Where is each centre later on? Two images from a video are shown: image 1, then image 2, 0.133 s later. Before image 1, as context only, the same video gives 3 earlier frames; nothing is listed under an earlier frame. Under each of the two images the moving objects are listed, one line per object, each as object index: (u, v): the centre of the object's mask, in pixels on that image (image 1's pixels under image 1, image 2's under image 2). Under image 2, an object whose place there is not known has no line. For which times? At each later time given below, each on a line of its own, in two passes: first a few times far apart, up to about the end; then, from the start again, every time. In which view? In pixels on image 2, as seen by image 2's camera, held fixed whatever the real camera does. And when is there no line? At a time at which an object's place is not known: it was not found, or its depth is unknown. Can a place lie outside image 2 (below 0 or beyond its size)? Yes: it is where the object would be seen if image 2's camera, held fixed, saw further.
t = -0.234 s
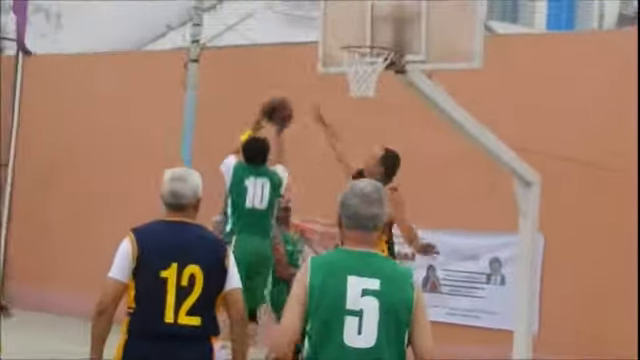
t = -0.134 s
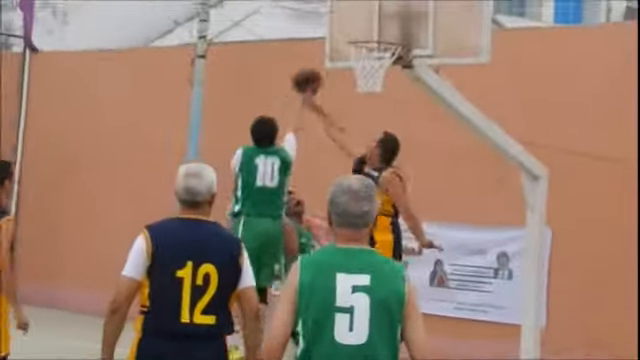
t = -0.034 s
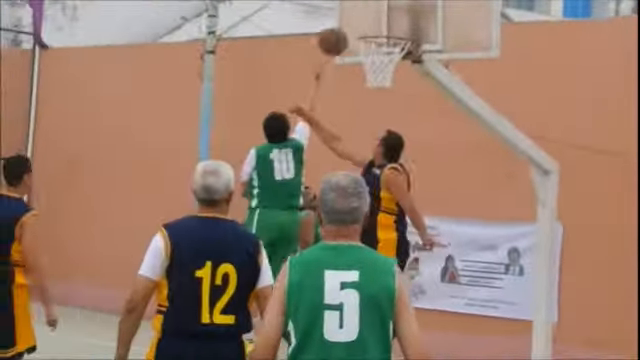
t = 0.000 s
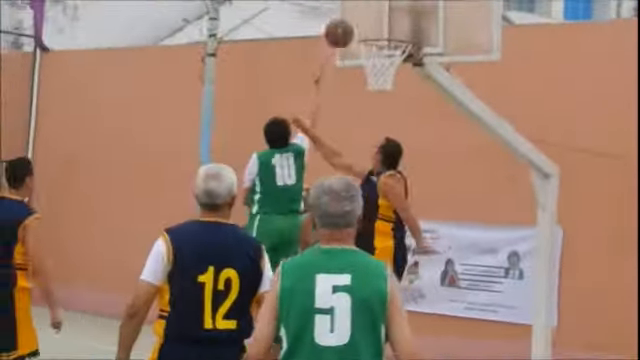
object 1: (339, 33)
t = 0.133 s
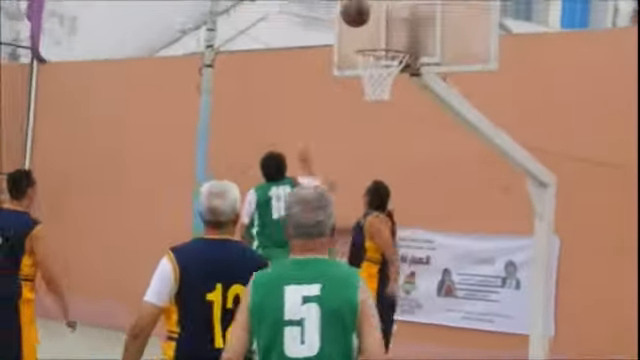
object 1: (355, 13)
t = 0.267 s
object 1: (373, 5)
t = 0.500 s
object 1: (399, 36)
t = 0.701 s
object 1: (389, 17)
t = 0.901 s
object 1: (373, 26)
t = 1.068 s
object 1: (353, 68)
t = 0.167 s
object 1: (360, 8)
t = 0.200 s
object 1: (364, 5)
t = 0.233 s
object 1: (369, 5)
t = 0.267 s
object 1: (373, 5)
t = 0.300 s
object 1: (378, 6)
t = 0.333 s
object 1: (382, 6)
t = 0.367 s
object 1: (385, 10)
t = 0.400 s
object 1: (388, 15)
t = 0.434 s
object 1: (393, 20)
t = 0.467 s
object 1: (396, 28)
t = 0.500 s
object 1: (399, 36)
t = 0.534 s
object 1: (402, 41)
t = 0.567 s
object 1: (399, 36)
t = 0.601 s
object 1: (397, 30)
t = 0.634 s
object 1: (395, 24)
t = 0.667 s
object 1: (392, 20)
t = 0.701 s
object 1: (389, 17)
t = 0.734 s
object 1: (386, 16)
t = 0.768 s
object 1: (384, 15)
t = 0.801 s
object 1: (382, 16)
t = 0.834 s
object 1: (379, 18)
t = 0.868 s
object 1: (376, 21)
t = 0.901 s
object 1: (373, 26)
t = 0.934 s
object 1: (371, 31)
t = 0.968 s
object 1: (367, 37)
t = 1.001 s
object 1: (364, 43)
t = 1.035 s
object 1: (358, 53)
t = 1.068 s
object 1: (353, 68)
